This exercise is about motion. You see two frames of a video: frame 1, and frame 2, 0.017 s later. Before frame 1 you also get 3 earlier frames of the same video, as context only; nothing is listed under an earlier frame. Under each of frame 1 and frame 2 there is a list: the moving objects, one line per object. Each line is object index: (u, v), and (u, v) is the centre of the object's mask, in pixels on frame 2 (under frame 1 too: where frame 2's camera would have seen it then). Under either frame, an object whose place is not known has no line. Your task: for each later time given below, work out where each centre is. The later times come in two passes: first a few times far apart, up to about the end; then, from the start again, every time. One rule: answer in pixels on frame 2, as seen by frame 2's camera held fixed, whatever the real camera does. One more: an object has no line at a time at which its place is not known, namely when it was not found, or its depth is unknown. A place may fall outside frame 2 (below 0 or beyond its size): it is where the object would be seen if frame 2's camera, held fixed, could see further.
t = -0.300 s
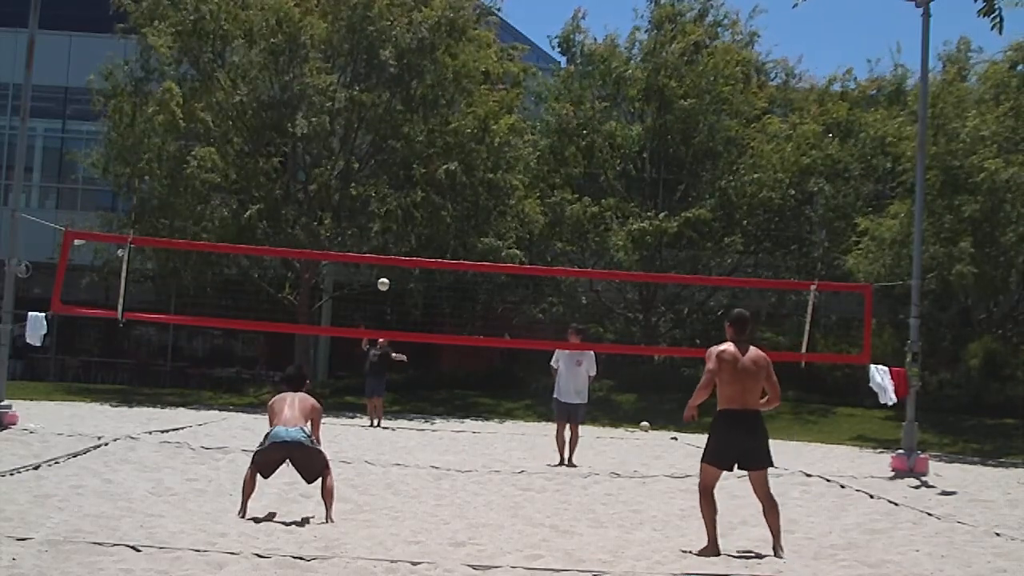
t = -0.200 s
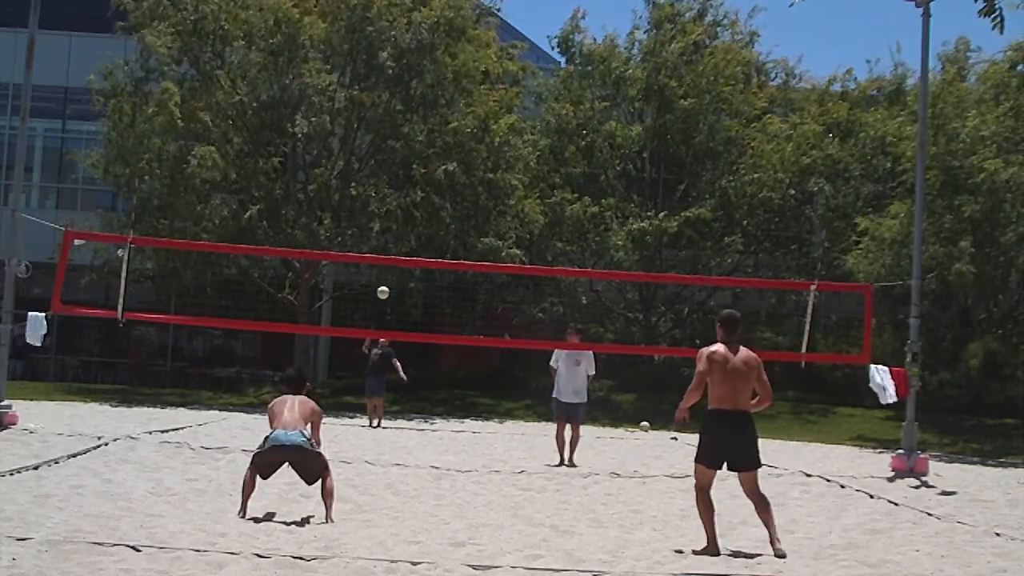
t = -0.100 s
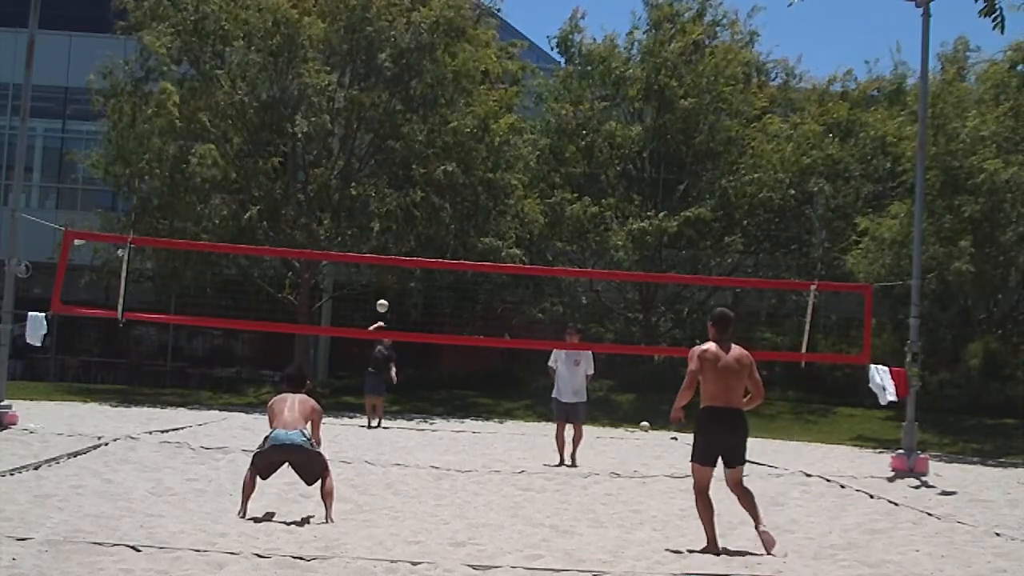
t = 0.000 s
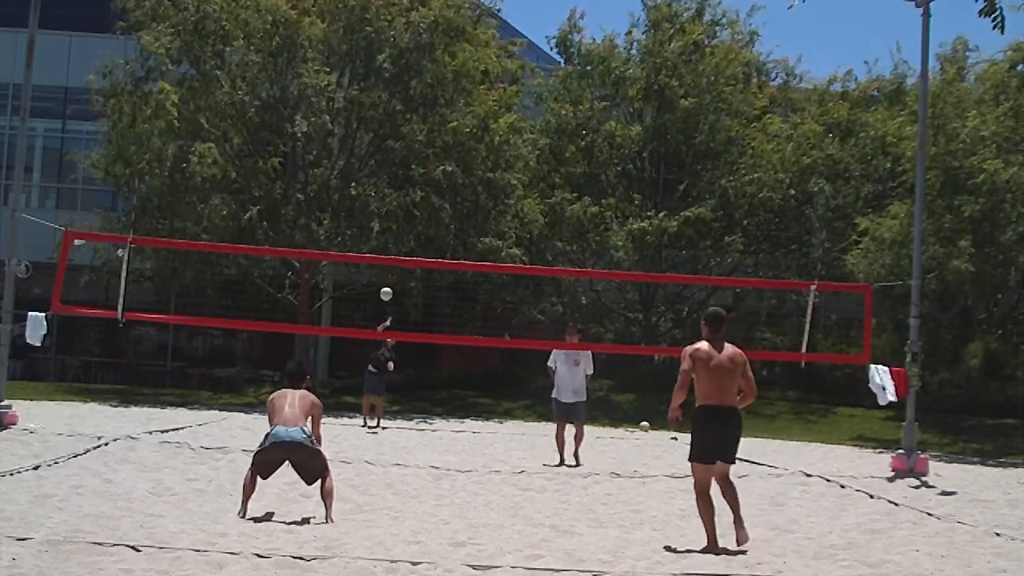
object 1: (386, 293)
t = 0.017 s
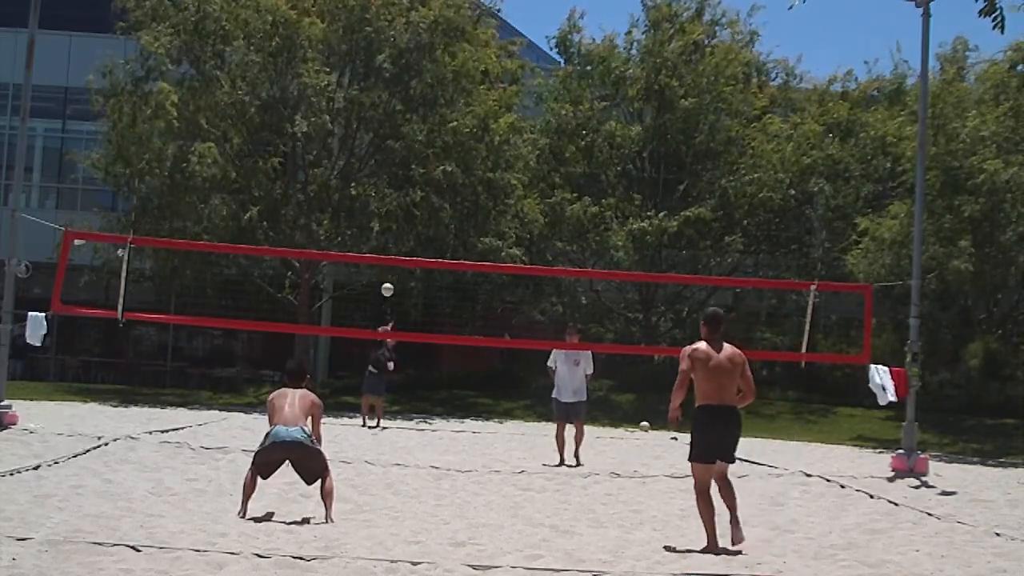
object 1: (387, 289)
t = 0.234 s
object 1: (401, 242)
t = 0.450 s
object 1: (416, 218)
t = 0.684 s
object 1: (438, 230)
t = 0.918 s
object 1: (462, 298)
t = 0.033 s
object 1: (388, 285)
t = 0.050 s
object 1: (389, 281)
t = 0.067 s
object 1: (390, 277)
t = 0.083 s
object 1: (391, 273)
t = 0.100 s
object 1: (392, 270)
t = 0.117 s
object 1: (393, 269)
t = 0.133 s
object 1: (394, 267)
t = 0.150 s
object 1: (396, 255)
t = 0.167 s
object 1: (397, 252)
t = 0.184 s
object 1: (398, 251)
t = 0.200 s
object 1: (399, 248)
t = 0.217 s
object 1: (400, 245)
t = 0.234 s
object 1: (401, 242)
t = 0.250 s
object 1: (402, 239)
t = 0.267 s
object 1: (403, 237)
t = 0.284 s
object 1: (404, 234)
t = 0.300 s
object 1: (405, 232)
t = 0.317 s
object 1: (406, 230)
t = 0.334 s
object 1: (407, 227)
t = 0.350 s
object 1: (408, 226)
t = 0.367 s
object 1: (409, 224)
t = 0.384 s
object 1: (411, 222)
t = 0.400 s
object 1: (412, 221)
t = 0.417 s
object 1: (413, 219)
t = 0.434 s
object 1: (414, 219)
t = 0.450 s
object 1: (416, 218)
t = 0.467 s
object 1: (417, 218)
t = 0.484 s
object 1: (419, 218)
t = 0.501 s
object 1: (420, 217)
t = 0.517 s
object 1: (422, 217)
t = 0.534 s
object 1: (423, 218)
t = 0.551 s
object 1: (425, 218)
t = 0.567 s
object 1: (426, 219)
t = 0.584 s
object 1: (428, 220)
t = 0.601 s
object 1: (430, 221)
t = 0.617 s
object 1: (432, 222)
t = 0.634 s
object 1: (433, 223)
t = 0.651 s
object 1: (435, 225)
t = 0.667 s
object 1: (437, 227)
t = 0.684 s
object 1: (438, 230)
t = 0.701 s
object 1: (440, 232)
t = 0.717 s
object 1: (442, 235)
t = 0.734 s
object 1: (443, 238)
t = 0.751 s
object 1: (445, 242)
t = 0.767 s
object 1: (447, 245)
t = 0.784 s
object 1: (449, 249)
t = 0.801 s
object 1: (450, 254)
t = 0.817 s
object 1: (452, 259)
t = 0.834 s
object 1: (454, 264)
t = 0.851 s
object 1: (455, 270)
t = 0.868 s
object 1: (457, 276)
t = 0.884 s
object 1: (459, 283)
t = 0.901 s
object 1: (460, 290)
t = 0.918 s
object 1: (462, 298)
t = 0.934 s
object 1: (464, 306)
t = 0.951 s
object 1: (466, 314)
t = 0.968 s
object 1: (467, 324)
